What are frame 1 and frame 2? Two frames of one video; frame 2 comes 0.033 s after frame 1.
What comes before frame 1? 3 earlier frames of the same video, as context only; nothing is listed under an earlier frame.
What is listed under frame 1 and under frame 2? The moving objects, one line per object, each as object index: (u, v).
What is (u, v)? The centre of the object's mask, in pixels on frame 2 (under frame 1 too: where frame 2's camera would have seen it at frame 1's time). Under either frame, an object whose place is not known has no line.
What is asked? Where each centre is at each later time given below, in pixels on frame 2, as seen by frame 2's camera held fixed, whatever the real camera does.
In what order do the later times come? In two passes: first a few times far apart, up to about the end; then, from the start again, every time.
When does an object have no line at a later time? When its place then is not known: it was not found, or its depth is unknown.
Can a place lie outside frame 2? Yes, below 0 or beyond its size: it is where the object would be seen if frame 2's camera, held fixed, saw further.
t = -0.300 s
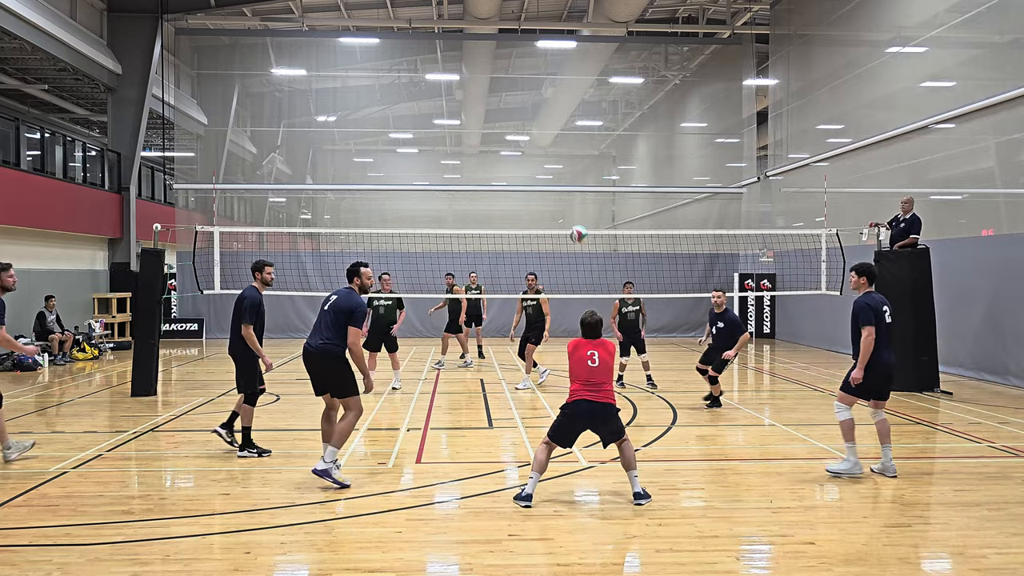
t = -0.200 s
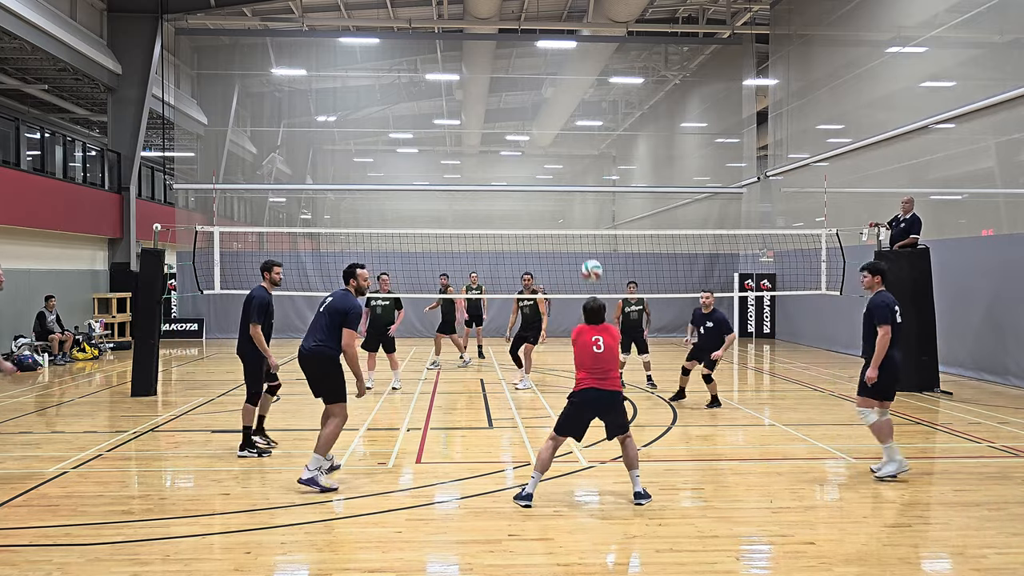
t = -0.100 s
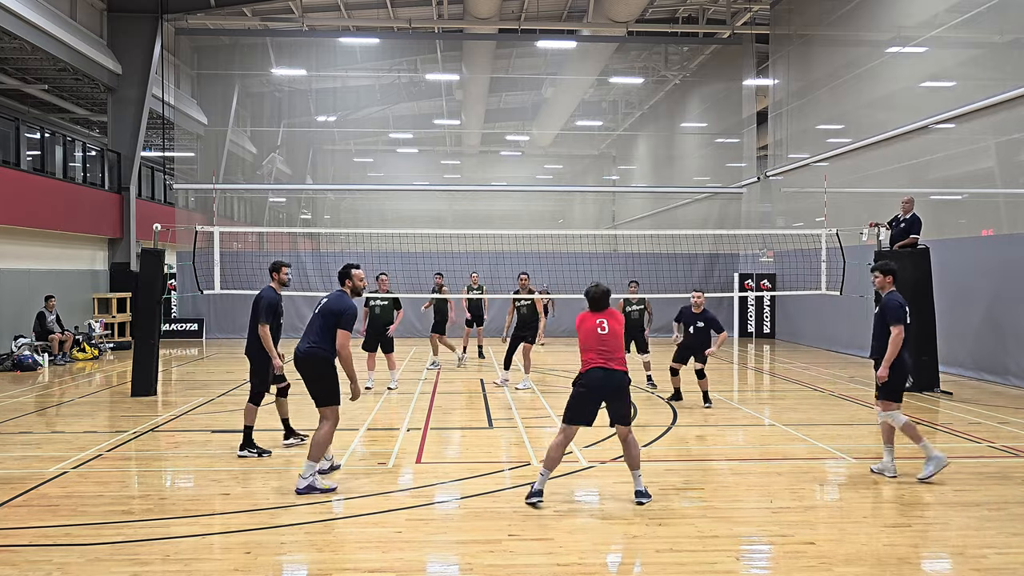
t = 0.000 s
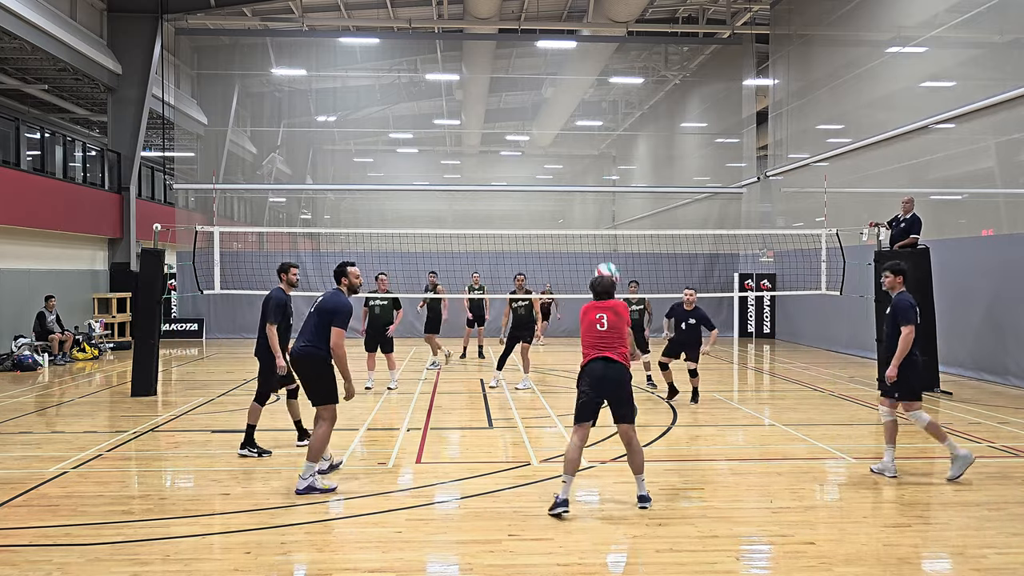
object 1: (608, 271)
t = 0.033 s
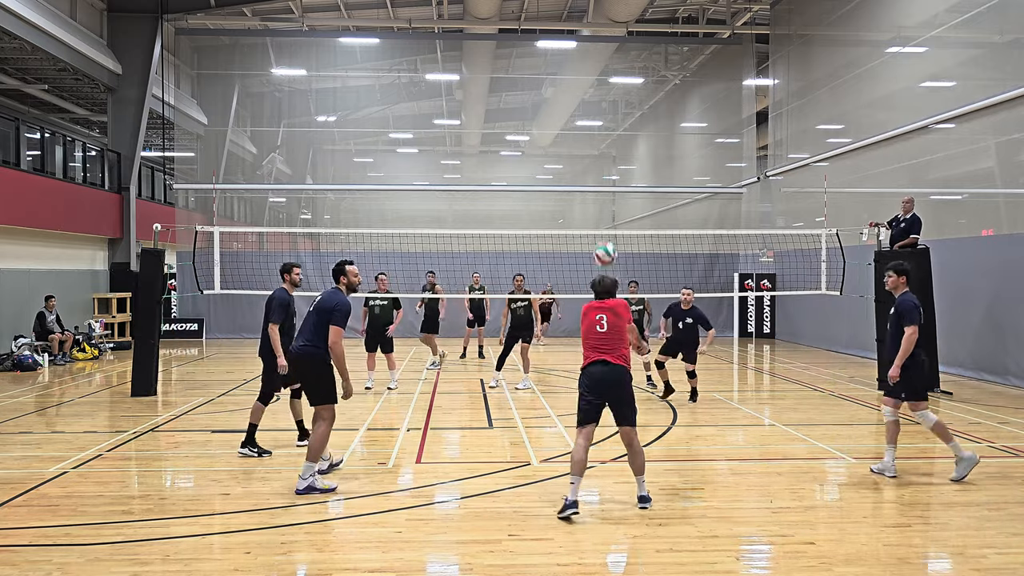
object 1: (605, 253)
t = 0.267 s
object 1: (594, 150)
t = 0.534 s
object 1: (583, 113)
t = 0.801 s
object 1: (572, 144)
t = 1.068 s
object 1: (565, 229)
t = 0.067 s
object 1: (603, 234)
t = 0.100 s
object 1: (602, 215)
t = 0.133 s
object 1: (600, 200)
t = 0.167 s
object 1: (599, 185)
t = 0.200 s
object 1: (597, 172)
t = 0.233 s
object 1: (595, 160)
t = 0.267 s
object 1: (594, 150)
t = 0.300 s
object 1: (593, 141)
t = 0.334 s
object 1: (591, 133)
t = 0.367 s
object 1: (590, 127)
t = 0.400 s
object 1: (588, 122)
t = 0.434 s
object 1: (587, 118)
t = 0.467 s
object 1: (585, 115)
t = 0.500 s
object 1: (584, 113)
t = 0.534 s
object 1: (583, 113)
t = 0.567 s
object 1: (581, 113)
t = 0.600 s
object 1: (580, 115)
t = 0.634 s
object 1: (579, 117)
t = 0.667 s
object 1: (577, 121)
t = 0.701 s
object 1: (576, 125)
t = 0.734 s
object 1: (575, 131)
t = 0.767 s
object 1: (574, 137)
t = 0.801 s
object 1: (572, 144)
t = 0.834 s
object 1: (572, 152)
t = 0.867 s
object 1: (571, 160)
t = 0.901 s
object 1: (569, 170)
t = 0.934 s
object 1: (569, 181)
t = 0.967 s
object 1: (567, 193)
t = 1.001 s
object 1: (567, 205)
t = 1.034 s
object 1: (566, 217)
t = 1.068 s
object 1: (565, 229)
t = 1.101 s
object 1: (565, 244)
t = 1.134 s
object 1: (564, 259)
